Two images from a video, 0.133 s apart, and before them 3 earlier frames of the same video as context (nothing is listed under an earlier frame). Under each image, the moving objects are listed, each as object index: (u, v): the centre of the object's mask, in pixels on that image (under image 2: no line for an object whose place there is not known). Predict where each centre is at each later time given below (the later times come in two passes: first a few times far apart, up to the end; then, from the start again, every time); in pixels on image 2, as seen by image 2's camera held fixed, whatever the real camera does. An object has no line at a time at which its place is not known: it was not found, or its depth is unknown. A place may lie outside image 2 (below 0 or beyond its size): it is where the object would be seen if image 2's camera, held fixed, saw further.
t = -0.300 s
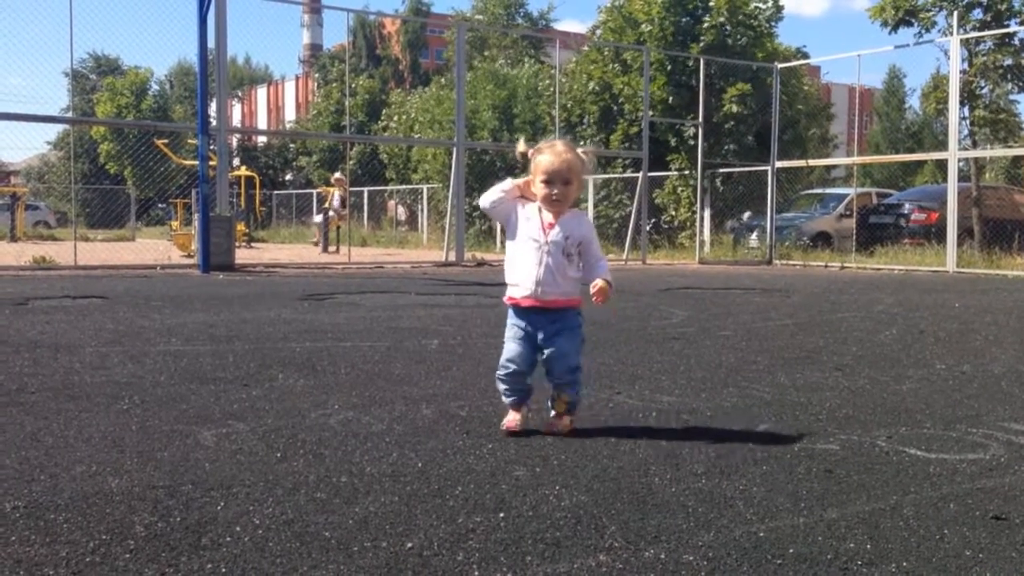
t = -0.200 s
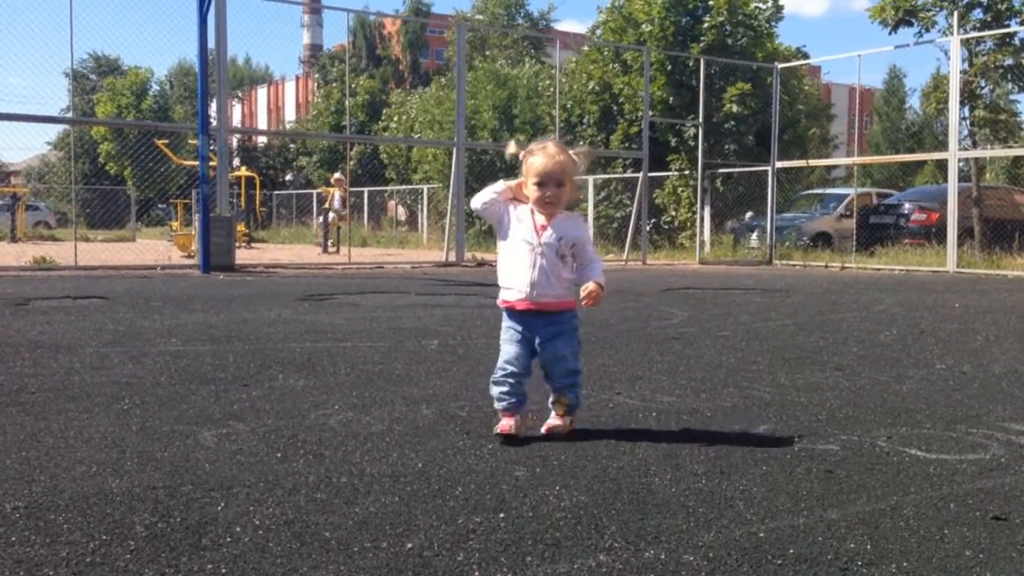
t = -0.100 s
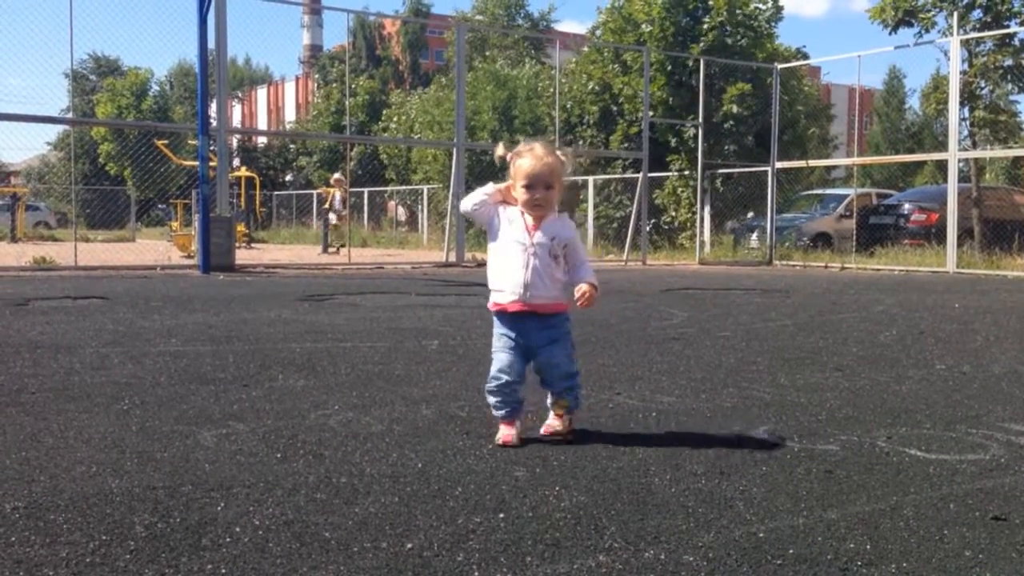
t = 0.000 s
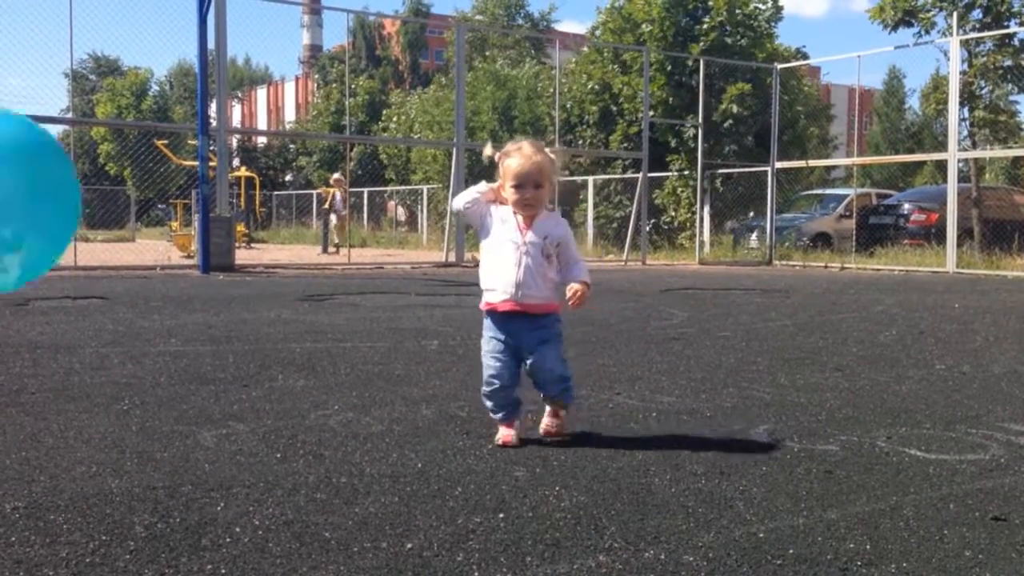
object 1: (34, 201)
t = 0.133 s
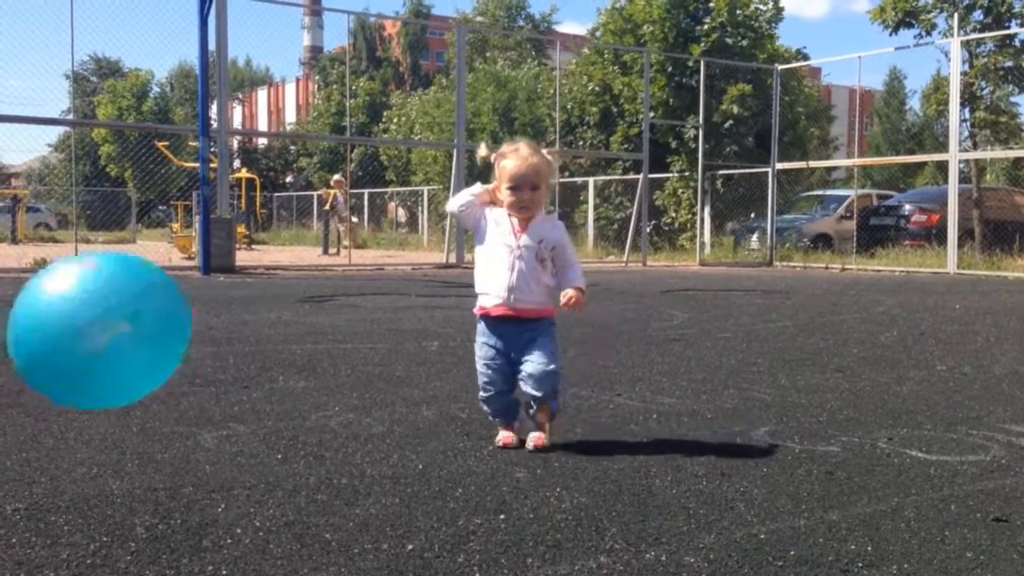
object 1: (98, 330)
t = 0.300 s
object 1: (214, 524)
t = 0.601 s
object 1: (351, 264)
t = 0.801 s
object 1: (410, 393)
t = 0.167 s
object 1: (125, 376)
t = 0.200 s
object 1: (150, 426)
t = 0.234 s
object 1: (172, 481)
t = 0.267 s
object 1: (194, 527)
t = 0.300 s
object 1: (214, 524)
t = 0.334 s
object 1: (231, 469)
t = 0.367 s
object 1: (250, 407)
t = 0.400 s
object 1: (267, 359)
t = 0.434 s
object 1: (284, 323)
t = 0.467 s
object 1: (298, 295)
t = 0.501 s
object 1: (312, 276)
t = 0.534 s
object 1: (326, 265)
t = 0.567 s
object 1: (339, 261)
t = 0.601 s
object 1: (351, 264)
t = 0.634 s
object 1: (363, 273)
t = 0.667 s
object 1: (373, 287)
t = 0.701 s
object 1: (383, 308)
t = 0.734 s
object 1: (393, 332)
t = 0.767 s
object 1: (401, 360)
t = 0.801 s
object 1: (410, 393)
